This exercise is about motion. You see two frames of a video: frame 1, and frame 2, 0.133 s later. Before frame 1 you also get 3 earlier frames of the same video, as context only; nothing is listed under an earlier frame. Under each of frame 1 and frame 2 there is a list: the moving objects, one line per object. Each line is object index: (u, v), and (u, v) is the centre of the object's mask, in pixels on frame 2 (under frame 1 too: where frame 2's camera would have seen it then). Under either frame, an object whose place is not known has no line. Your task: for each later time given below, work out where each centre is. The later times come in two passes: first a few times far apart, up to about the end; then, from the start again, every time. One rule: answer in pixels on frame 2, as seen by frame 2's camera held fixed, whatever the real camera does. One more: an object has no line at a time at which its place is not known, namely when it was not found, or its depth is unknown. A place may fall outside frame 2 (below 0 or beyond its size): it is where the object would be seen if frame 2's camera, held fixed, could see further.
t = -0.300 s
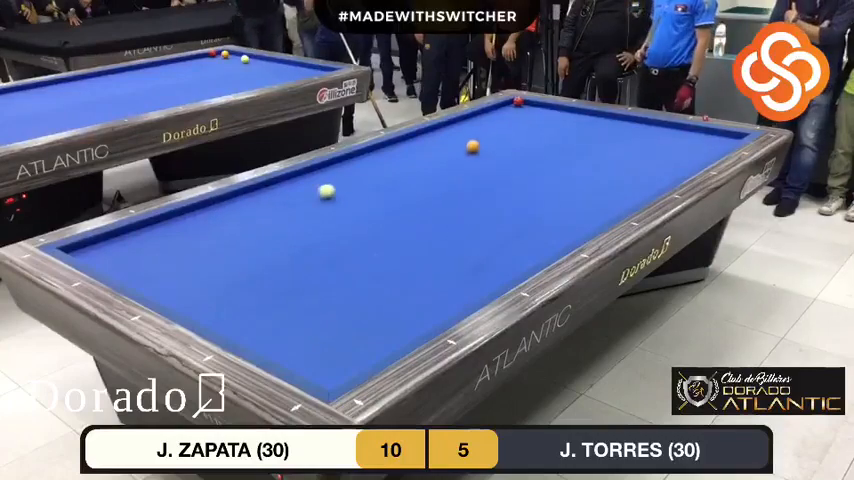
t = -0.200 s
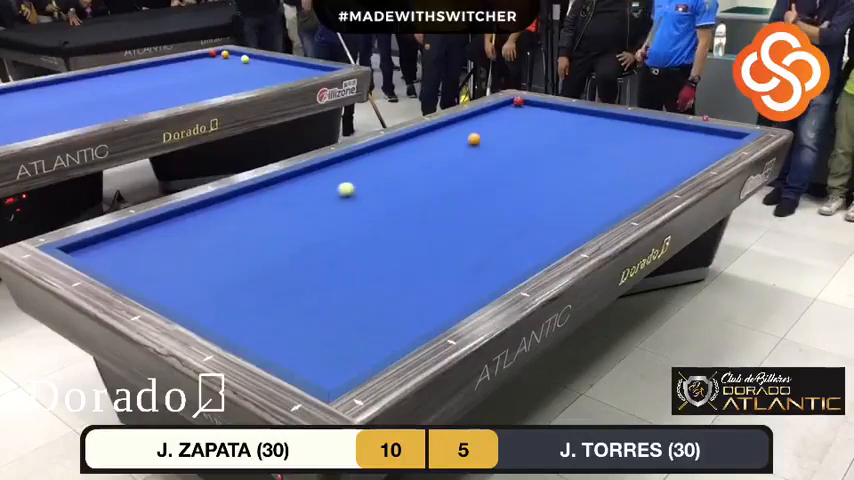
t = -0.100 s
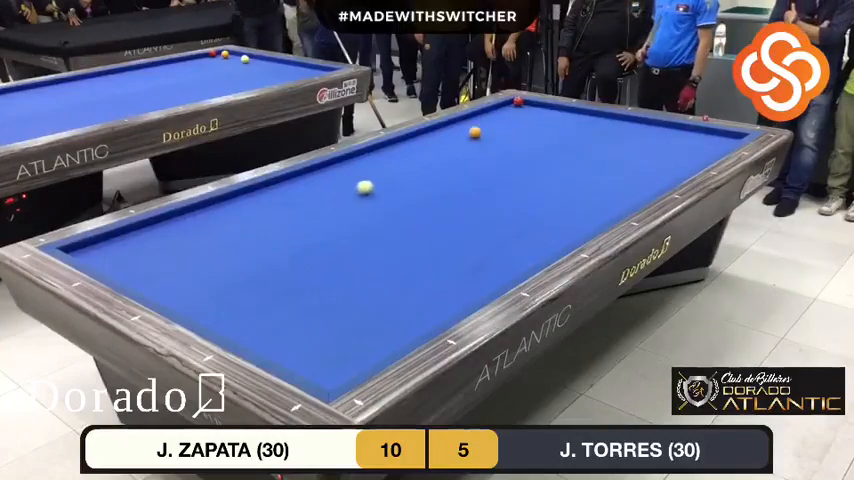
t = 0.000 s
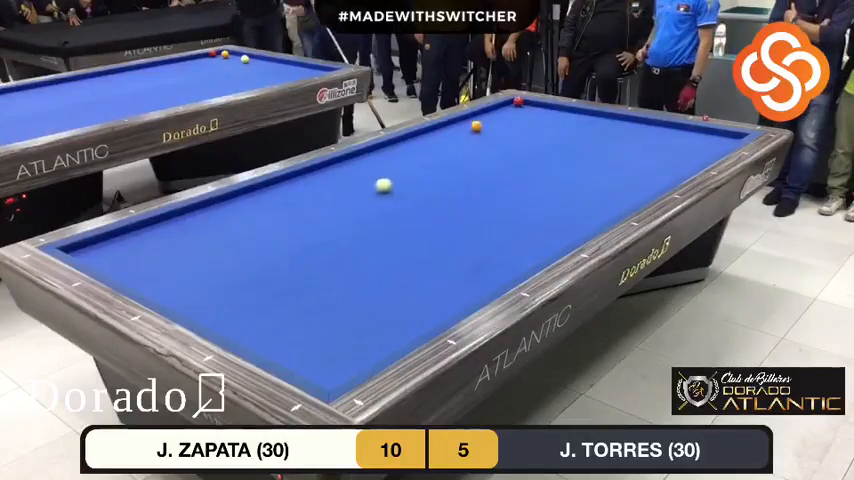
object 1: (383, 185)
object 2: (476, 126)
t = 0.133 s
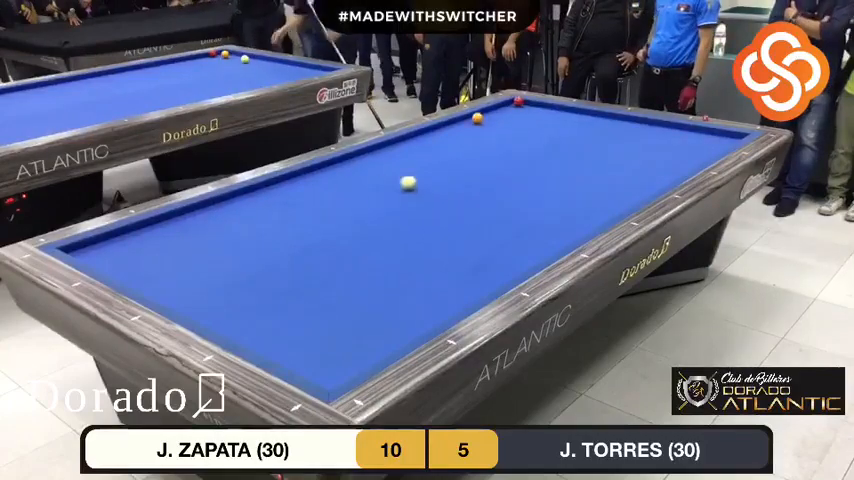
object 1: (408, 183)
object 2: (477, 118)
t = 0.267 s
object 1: (432, 180)
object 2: (483, 112)
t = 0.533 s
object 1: (478, 176)
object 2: (518, 107)
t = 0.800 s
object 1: (522, 171)
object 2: (538, 105)
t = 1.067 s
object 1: (565, 167)
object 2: (532, 110)
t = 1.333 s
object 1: (606, 162)
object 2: (527, 115)
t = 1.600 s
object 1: (646, 158)
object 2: (521, 119)
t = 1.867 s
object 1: (684, 154)
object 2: (515, 124)
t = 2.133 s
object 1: (715, 149)
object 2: (510, 129)
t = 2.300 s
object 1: (713, 145)
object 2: (507, 132)
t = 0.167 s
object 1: (414, 182)
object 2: (478, 116)
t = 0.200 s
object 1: (420, 182)
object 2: (478, 114)
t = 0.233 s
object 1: (426, 181)
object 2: (478, 113)
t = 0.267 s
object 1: (432, 180)
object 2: (483, 112)
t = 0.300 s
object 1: (438, 180)
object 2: (488, 111)
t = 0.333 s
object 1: (444, 179)
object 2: (492, 111)
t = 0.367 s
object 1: (449, 179)
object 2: (497, 110)
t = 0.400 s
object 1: (455, 178)
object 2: (502, 110)
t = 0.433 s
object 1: (461, 177)
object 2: (506, 109)
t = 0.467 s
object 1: (467, 177)
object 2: (510, 109)
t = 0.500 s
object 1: (472, 176)
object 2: (513, 108)
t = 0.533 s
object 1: (478, 176)
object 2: (518, 107)
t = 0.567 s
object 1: (484, 175)
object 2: (522, 107)
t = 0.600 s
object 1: (490, 174)
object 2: (526, 106)
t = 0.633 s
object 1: (495, 174)
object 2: (530, 106)
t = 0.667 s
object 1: (500, 174)
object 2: (534, 105)
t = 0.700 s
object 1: (506, 173)
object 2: (537, 104)
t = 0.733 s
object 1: (512, 172)
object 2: (540, 104)
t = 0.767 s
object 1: (517, 172)
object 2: (539, 104)
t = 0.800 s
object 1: (522, 171)
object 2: (538, 105)
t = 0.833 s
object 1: (528, 171)
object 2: (537, 106)
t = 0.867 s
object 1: (533, 170)
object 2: (537, 106)
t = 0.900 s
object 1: (539, 169)
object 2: (536, 107)
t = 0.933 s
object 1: (544, 169)
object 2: (535, 108)
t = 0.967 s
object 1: (549, 168)
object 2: (534, 108)
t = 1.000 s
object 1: (554, 168)
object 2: (534, 109)
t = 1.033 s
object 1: (560, 167)
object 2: (533, 109)
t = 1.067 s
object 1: (565, 167)
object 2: (532, 110)
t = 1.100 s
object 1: (570, 166)
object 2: (532, 110)
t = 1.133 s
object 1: (575, 166)
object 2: (531, 112)
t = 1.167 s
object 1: (580, 165)
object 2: (530, 112)
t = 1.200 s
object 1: (586, 164)
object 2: (529, 112)
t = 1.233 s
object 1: (591, 164)
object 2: (529, 113)
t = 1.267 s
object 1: (596, 164)
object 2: (528, 113)
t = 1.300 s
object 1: (601, 163)
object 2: (527, 114)
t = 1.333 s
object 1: (606, 162)
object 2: (527, 115)
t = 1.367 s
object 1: (611, 162)
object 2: (526, 116)
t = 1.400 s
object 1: (616, 161)
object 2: (525, 116)
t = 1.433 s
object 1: (621, 161)
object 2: (525, 116)
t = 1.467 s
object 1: (626, 160)
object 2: (524, 117)
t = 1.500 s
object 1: (631, 160)
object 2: (523, 118)
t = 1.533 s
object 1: (636, 159)
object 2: (522, 118)
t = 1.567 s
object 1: (641, 159)
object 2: (522, 119)
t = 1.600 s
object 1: (646, 158)
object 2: (521, 119)
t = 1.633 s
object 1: (651, 158)
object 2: (520, 120)
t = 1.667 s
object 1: (655, 157)
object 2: (520, 120)
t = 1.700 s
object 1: (660, 157)
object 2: (519, 121)
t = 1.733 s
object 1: (665, 156)
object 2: (518, 122)
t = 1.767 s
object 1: (670, 156)
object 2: (518, 122)
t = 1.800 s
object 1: (675, 155)
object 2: (517, 123)
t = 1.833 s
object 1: (679, 155)
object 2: (516, 123)
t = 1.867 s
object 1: (684, 154)
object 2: (515, 124)
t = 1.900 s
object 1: (689, 154)
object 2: (515, 125)
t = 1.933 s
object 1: (693, 153)
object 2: (514, 125)
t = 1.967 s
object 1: (698, 153)
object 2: (514, 126)
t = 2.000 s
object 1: (702, 152)
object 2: (513, 126)
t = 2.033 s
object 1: (707, 152)
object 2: (512, 127)
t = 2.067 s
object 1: (711, 151)
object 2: (511, 128)
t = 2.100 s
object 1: (715, 150)
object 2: (511, 128)
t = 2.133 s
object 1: (715, 149)
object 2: (510, 129)
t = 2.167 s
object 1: (714, 148)
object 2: (509, 130)
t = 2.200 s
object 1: (714, 148)
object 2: (509, 130)
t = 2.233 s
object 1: (714, 146)
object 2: (508, 131)
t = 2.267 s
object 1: (713, 146)
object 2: (507, 131)
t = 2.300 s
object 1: (713, 145)
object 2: (507, 132)
